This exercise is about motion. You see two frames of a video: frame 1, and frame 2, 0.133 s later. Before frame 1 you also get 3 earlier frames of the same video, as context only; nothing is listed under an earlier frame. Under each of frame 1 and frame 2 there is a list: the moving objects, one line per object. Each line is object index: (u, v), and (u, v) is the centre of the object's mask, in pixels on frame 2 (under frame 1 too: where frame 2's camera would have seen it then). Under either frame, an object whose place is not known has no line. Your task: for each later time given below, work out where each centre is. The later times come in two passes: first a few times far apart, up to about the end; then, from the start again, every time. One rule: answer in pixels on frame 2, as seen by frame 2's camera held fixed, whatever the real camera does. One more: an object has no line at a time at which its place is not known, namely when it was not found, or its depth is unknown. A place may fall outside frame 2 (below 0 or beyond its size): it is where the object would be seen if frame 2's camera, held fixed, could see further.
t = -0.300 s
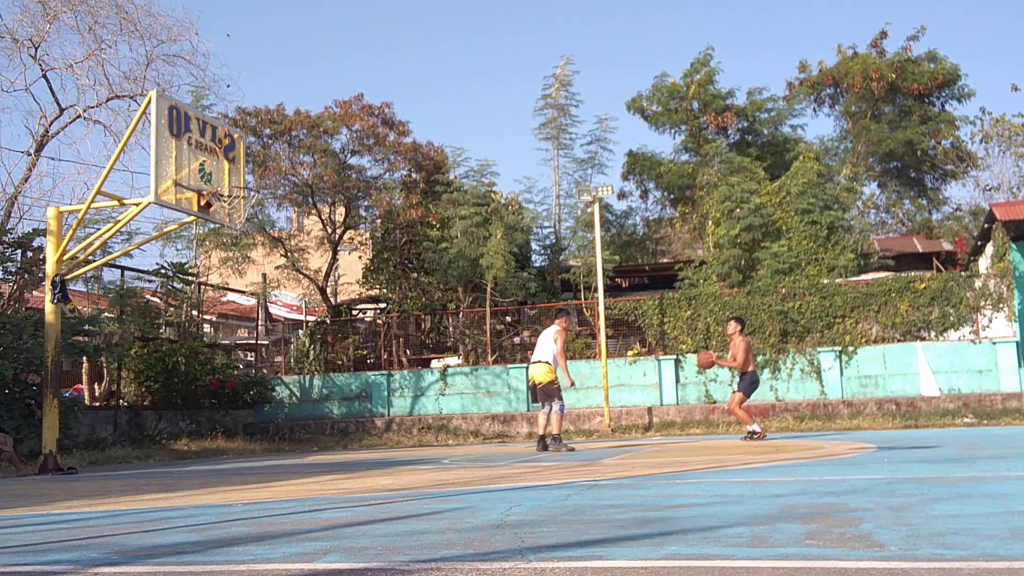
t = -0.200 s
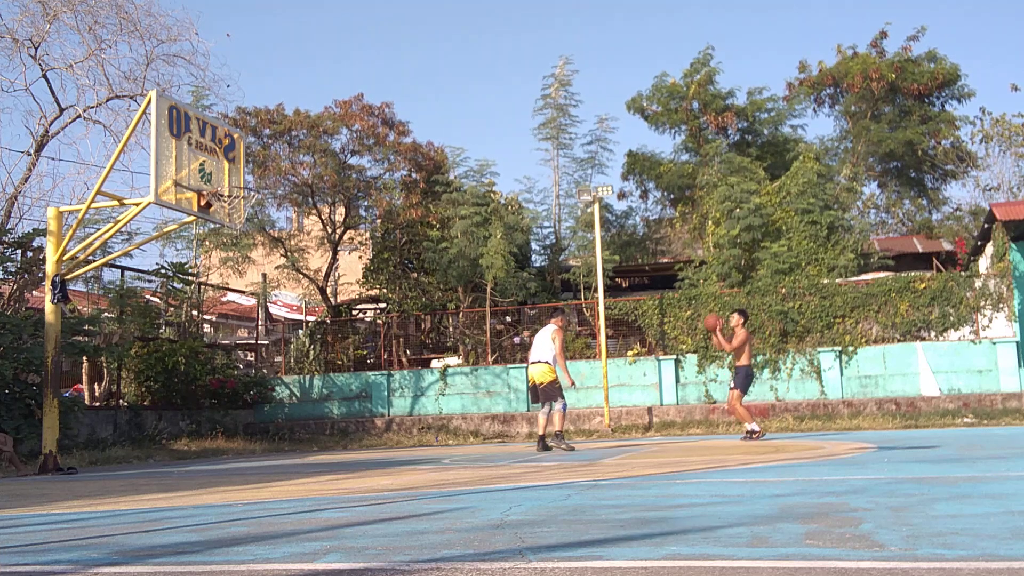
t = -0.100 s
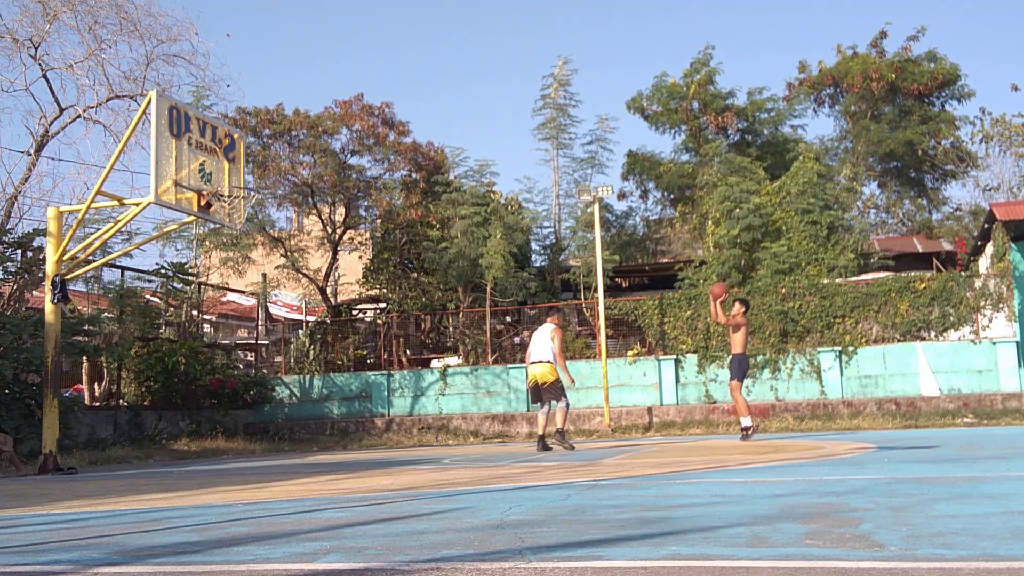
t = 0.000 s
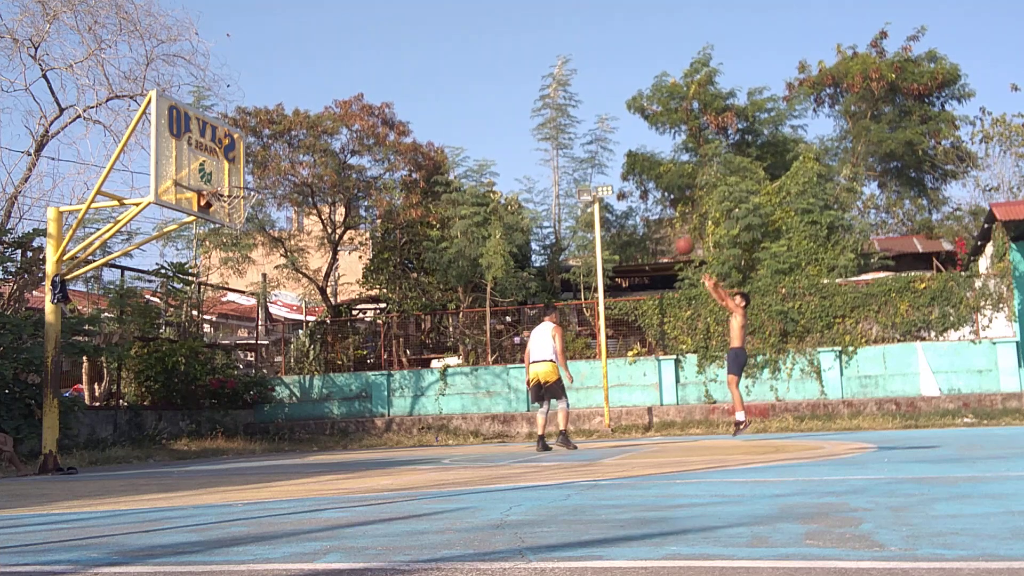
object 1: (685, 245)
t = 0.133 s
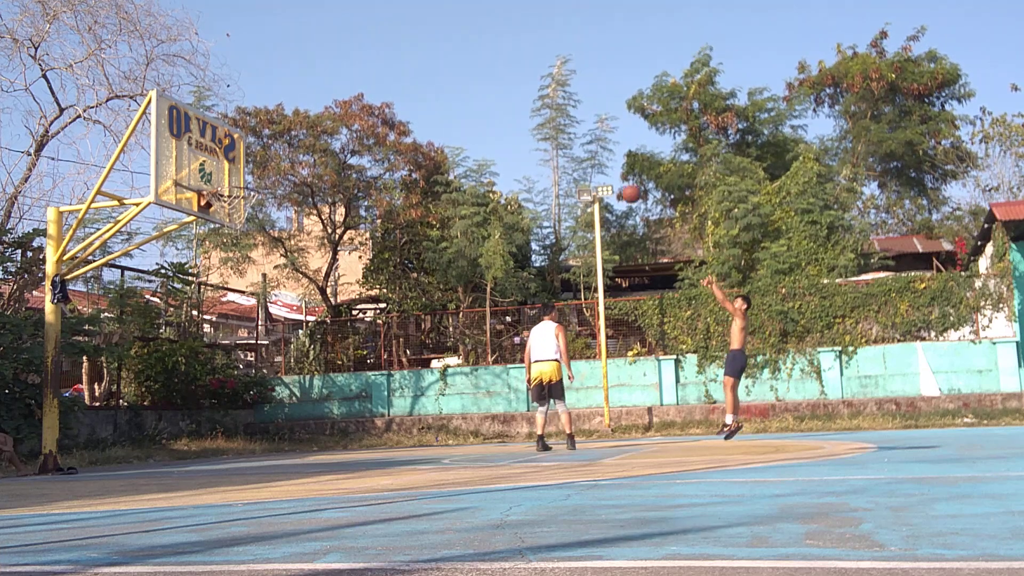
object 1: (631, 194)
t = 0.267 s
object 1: (578, 154)
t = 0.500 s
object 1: (483, 115)
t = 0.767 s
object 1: (372, 121)
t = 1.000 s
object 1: (269, 175)
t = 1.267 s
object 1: (210, 160)
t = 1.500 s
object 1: (221, 163)
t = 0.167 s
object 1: (618, 182)
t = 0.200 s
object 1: (605, 172)
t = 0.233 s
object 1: (591, 163)
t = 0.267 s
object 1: (578, 154)
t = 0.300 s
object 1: (565, 146)
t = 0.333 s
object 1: (551, 139)
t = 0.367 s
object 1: (537, 133)
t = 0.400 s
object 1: (524, 127)
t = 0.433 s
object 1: (511, 122)
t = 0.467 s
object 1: (497, 119)
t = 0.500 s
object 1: (483, 115)
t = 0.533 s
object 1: (470, 113)
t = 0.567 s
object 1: (456, 112)
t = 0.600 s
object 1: (442, 111)
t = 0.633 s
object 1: (428, 111)
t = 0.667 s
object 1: (414, 113)
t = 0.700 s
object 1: (400, 115)
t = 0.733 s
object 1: (386, 118)
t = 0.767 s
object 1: (372, 121)
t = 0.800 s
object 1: (357, 125)
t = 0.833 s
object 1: (343, 132)
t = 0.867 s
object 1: (328, 138)
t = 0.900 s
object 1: (313, 146)
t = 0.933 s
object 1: (299, 155)
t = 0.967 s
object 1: (284, 165)
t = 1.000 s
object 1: (269, 175)
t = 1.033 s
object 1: (256, 185)
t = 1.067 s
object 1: (249, 181)
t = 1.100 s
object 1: (242, 175)
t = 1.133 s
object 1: (236, 171)
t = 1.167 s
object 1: (229, 167)
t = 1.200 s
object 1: (223, 164)
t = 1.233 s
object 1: (216, 162)
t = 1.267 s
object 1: (210, 160)
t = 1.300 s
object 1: (209, 158)
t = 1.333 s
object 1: (211, 157)
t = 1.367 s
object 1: (213, 156)
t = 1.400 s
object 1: (214, 157)
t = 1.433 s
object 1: (217, 158)
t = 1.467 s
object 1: (219, 160)
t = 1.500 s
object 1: (221, 163)
